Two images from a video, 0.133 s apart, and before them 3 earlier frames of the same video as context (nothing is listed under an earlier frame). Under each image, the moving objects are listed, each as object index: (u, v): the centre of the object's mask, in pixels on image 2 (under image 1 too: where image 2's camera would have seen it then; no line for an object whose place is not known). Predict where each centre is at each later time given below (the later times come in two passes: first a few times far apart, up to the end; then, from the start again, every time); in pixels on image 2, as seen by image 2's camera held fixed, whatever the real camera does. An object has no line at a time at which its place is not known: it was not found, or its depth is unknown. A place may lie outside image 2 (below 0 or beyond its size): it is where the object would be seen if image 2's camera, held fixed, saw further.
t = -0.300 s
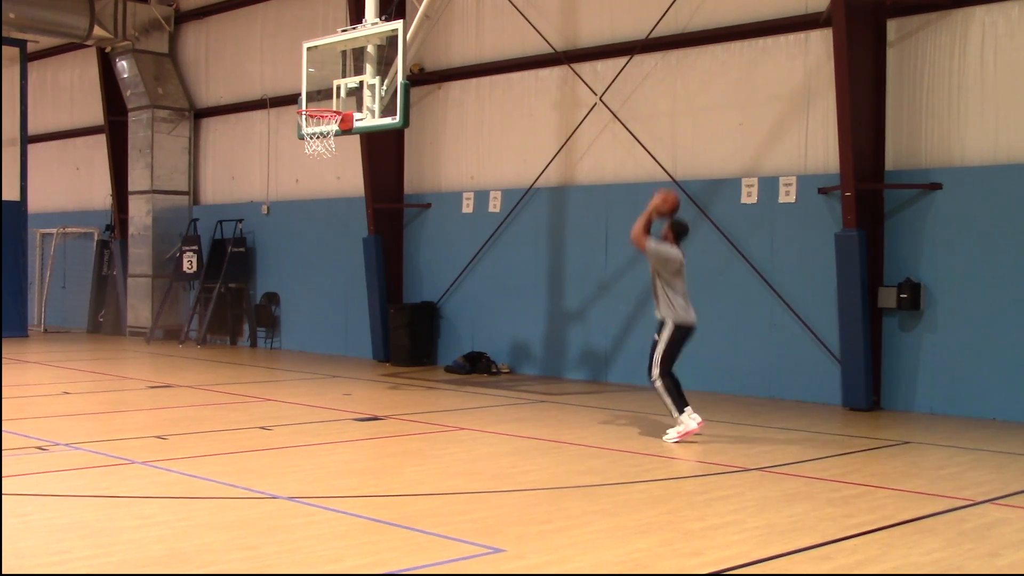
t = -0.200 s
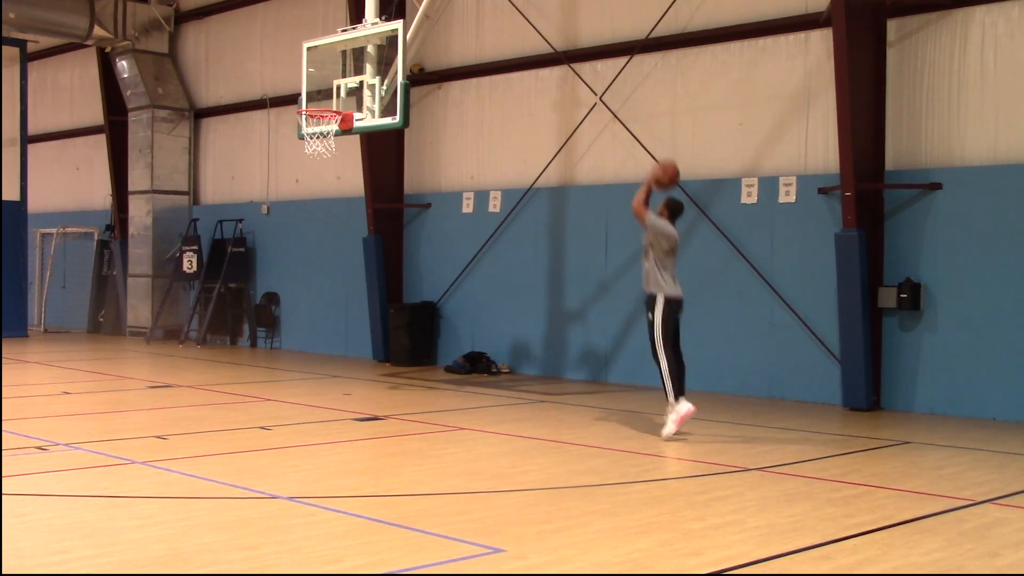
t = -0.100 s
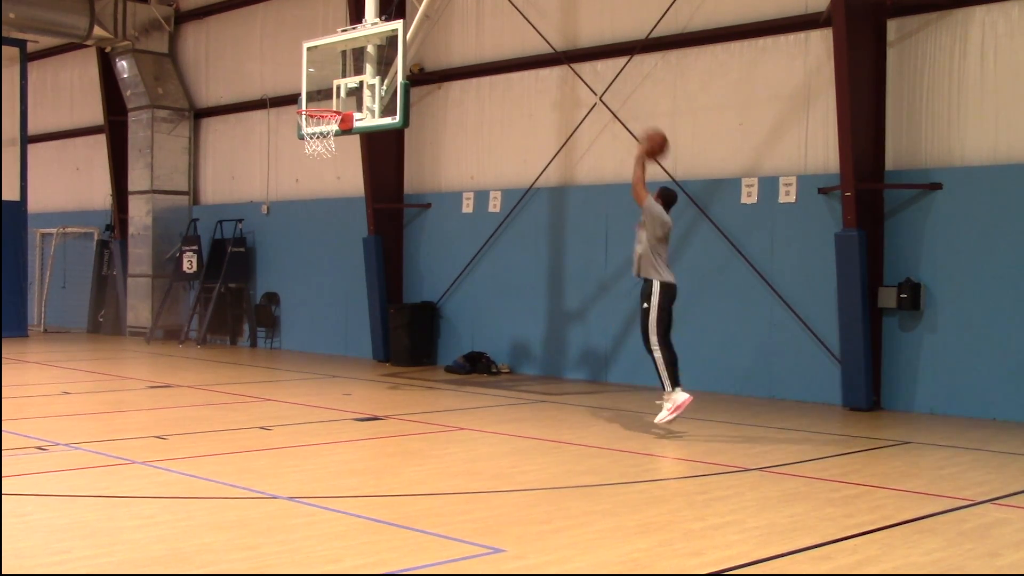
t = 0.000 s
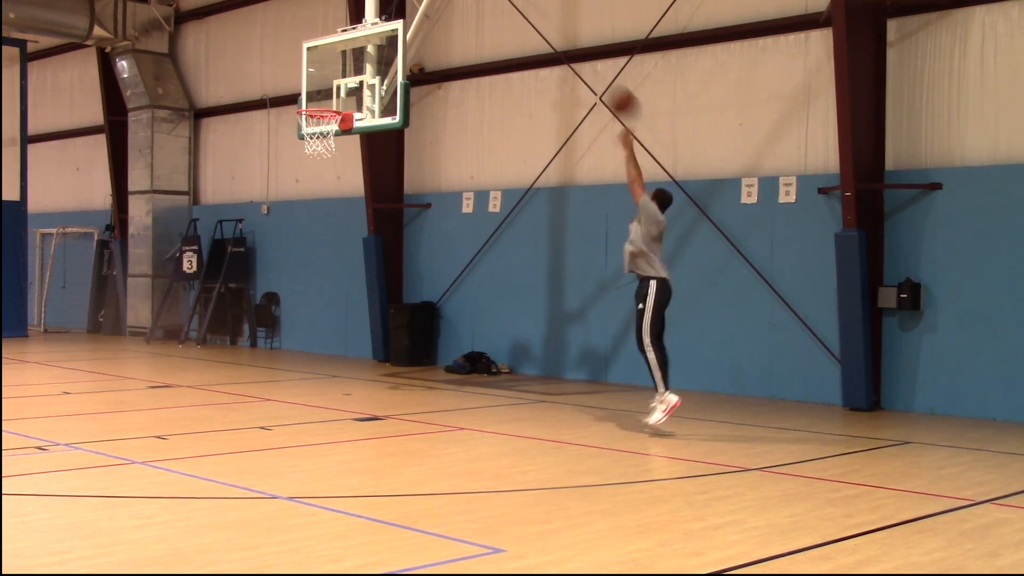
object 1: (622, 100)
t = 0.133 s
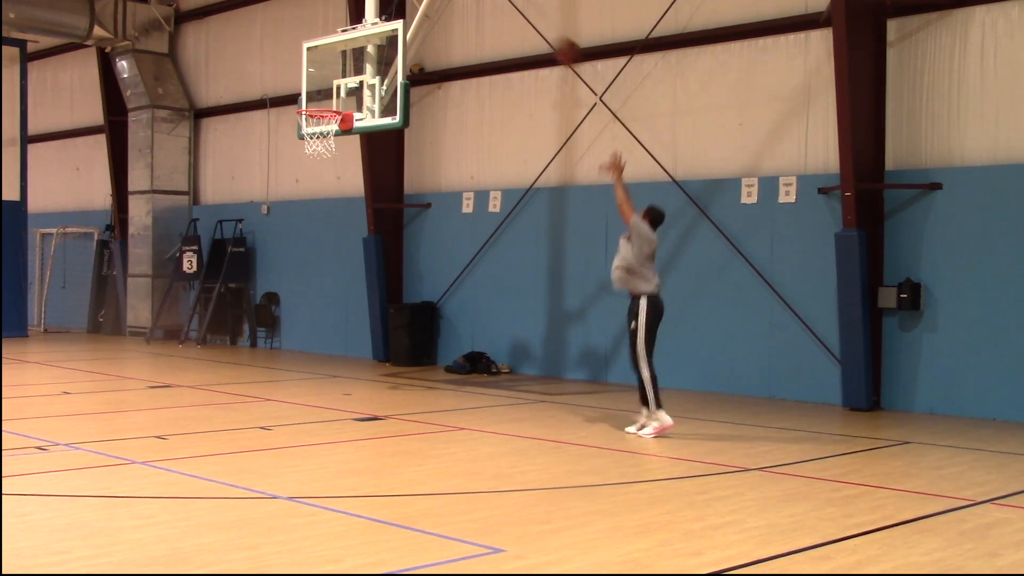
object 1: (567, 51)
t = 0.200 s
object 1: (539, 35)
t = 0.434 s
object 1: (453, 15)
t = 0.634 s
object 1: (388, 43)
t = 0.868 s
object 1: (319, 120)
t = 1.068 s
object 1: (299, 150)
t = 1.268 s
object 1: (288, 204)
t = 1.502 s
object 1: (272, 309)
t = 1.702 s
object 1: (270, 348)
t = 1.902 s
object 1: (281, 283)
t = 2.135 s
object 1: (292, 252)
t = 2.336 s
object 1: (302, 261)
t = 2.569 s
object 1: (313, 319)
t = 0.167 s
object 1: (553, 43)
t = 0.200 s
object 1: (539, 35)
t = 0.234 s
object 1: (526, 29)
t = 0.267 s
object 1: (513, 24)
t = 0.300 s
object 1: (501, 19)
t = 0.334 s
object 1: (488, 16)
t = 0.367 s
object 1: (477, 15)
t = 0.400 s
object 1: (466, 15)
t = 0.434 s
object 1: (453, 15)
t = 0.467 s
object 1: (442, 17)
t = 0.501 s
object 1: (433, 21)
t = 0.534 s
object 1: (422, 23)
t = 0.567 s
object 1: (411, 29)
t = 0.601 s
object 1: (398, 35)
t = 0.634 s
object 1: (388, 43)
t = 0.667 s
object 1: (377, 48)
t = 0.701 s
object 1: (367, 57)
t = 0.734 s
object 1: (357, 66)
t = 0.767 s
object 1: (348, 76)
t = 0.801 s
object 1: (336, 90)
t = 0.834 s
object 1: (327, 100)
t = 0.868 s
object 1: (319, 120)
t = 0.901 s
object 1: (312, 127)
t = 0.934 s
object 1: (306, 134)
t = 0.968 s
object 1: (304, 136)
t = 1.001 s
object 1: (302, 140)
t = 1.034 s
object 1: (300, 145)
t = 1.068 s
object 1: (299, 150)
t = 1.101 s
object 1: (297, 156)
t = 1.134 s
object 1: (295, 163)
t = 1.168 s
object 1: (293, 171)
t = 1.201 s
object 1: (291, 181)
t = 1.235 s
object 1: (289, 191)
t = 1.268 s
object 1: (288, 204)
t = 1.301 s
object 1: (285, 215)
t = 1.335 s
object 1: (283, 227)
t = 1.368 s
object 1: (282, 241)
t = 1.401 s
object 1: (280, 256)
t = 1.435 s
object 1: (278, 273)
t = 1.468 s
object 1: (275, 290)
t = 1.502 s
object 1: (272, 309)
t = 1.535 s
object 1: (271, 324)
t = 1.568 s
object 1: (269, 345)
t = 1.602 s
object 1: (268, 364)
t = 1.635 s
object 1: (266, 378)
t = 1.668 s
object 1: (268, 362)
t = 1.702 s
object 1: (270, 348)
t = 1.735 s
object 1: (271, 335)
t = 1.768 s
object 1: (273, 323)
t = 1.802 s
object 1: (274, 313)
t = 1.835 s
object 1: (276, 302)
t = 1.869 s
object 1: (278, 293)
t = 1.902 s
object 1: (281, 283)
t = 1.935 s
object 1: (283, 276)
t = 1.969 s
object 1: (284, 270)
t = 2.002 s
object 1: (286, 264)
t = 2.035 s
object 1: (288, 260)
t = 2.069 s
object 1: (289, 256)
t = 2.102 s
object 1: (290, 253)
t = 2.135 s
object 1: (292, 252)
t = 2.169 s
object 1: (294, 251)
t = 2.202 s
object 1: (296, 251)
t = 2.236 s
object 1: (297, 252)
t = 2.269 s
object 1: (299, 254)
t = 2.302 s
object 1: (301, 257)
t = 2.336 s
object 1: (302, 261)
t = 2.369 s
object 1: (304, 267)
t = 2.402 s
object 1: (306, 273)
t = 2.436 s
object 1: (307, 280)
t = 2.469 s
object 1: (309, 288)
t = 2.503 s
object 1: (310, 298)
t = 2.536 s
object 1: (312, 309)
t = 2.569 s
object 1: (313, 319)
